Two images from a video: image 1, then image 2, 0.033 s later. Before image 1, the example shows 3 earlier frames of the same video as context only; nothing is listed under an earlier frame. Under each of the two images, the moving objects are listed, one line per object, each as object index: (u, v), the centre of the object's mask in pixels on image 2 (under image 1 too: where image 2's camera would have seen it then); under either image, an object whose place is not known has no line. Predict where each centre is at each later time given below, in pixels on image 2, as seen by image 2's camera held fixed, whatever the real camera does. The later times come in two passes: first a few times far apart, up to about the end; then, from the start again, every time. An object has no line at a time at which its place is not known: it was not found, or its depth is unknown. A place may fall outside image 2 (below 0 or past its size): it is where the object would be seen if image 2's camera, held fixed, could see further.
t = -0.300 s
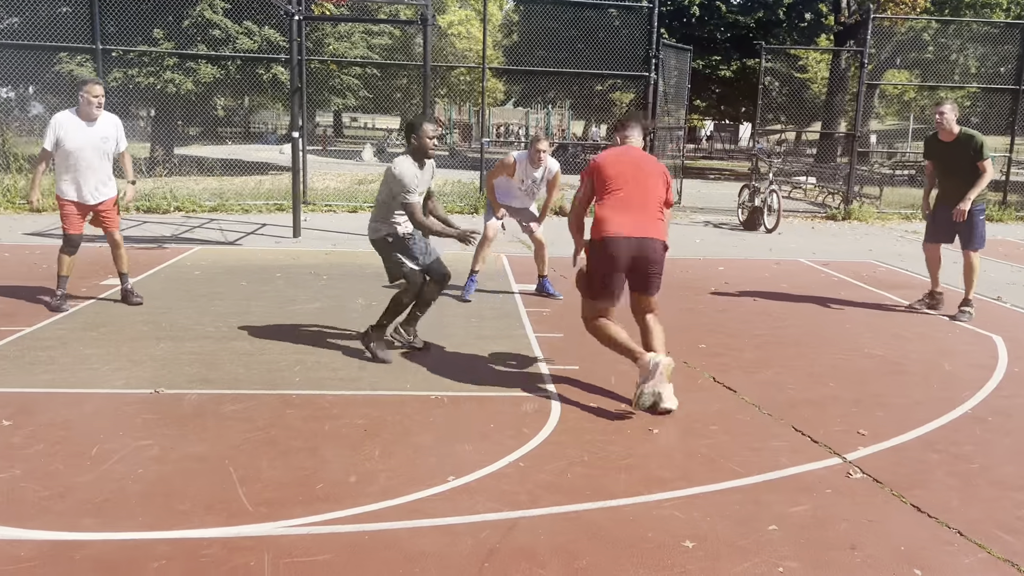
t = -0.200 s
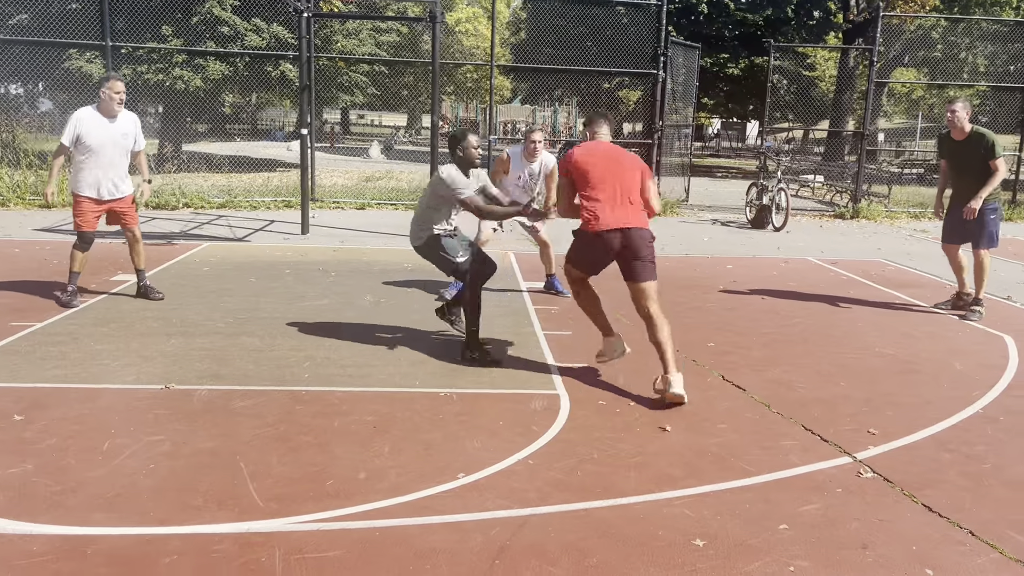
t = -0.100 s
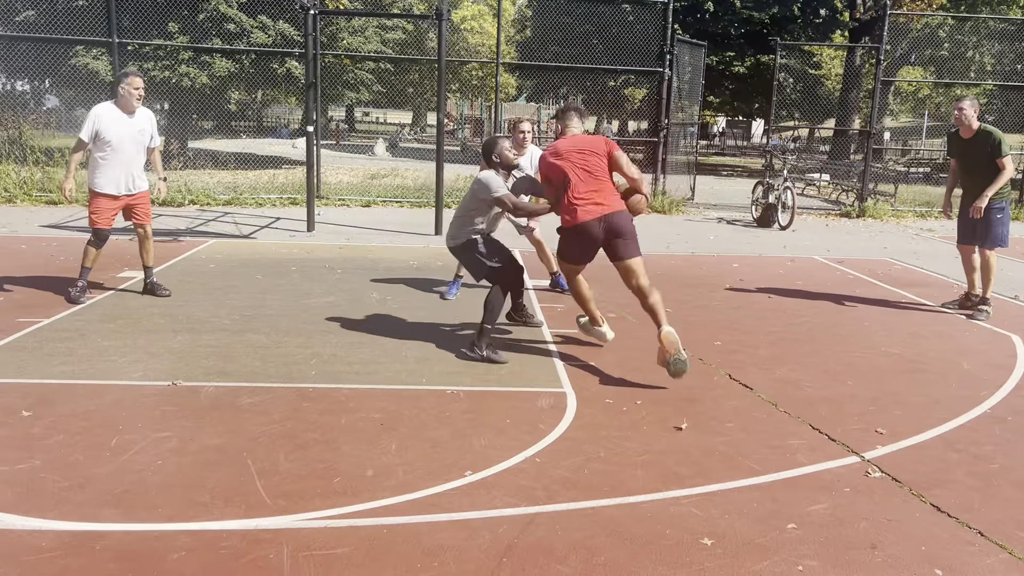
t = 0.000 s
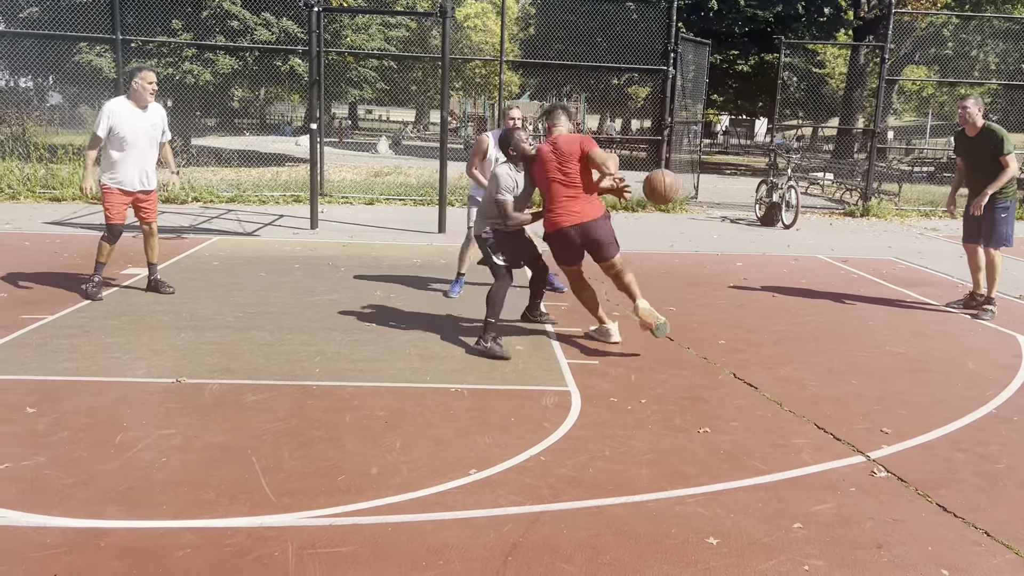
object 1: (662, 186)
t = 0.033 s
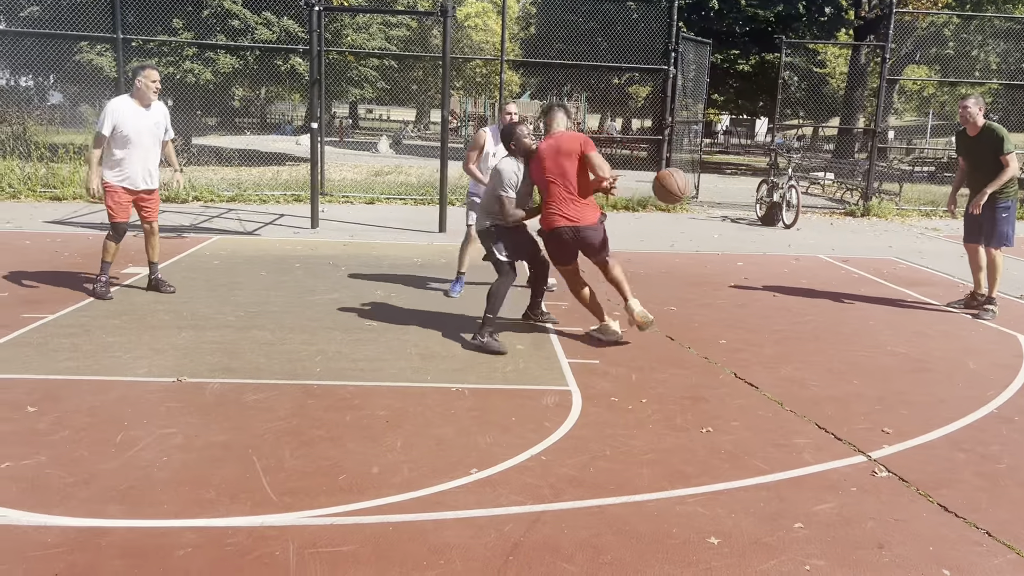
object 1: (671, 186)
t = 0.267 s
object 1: (729, 229)
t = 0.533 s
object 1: (783, 339)
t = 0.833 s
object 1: (801, 254)
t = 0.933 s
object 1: (805, 254)
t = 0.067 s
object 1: (679, 187)
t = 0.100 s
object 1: (688, 190)
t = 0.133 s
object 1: (697, 194)
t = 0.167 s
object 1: (705, 200)
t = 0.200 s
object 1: (713, 208)
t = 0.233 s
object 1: (721, 217)
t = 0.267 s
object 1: (729, 229)
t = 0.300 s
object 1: (736, 242)
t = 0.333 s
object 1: (744, 256)
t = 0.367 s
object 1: (751, 272)
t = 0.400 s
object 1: (759, 289)
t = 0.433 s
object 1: (766, 308)
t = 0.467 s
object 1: (773, 329)
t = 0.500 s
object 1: (779, 352)
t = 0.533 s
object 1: (783, 339)
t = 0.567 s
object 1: (785, 322)
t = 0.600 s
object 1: (788, 308)
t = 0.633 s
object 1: (790, 296)
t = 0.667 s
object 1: (792, 285)
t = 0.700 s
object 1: (794, 275)
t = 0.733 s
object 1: (795, 268)
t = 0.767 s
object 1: (797, 261)
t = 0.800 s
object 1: (799, 257)
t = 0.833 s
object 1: (801, 254)
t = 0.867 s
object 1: (802, 252)
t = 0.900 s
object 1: (803, 252)
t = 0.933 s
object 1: (805, 254)
